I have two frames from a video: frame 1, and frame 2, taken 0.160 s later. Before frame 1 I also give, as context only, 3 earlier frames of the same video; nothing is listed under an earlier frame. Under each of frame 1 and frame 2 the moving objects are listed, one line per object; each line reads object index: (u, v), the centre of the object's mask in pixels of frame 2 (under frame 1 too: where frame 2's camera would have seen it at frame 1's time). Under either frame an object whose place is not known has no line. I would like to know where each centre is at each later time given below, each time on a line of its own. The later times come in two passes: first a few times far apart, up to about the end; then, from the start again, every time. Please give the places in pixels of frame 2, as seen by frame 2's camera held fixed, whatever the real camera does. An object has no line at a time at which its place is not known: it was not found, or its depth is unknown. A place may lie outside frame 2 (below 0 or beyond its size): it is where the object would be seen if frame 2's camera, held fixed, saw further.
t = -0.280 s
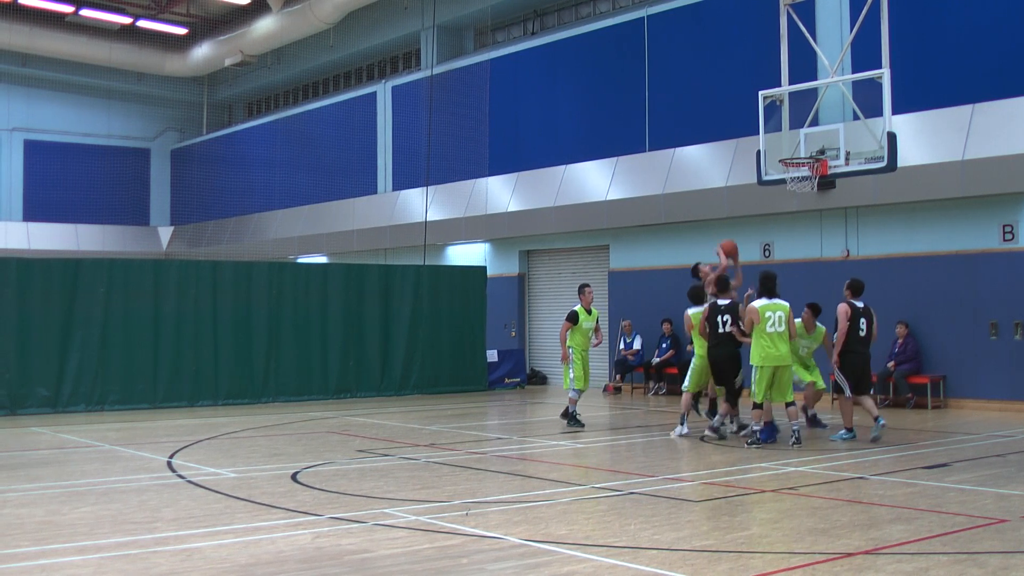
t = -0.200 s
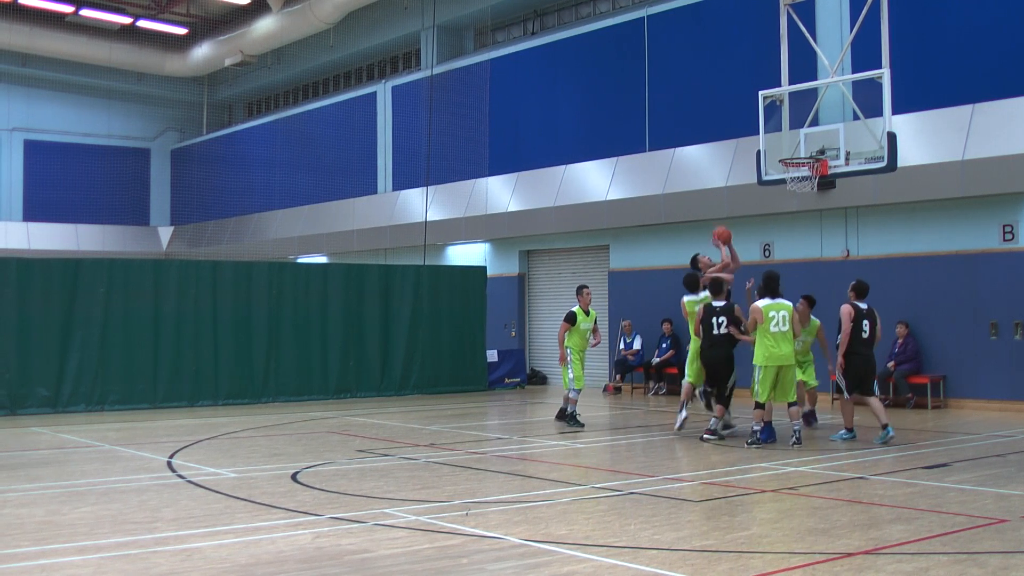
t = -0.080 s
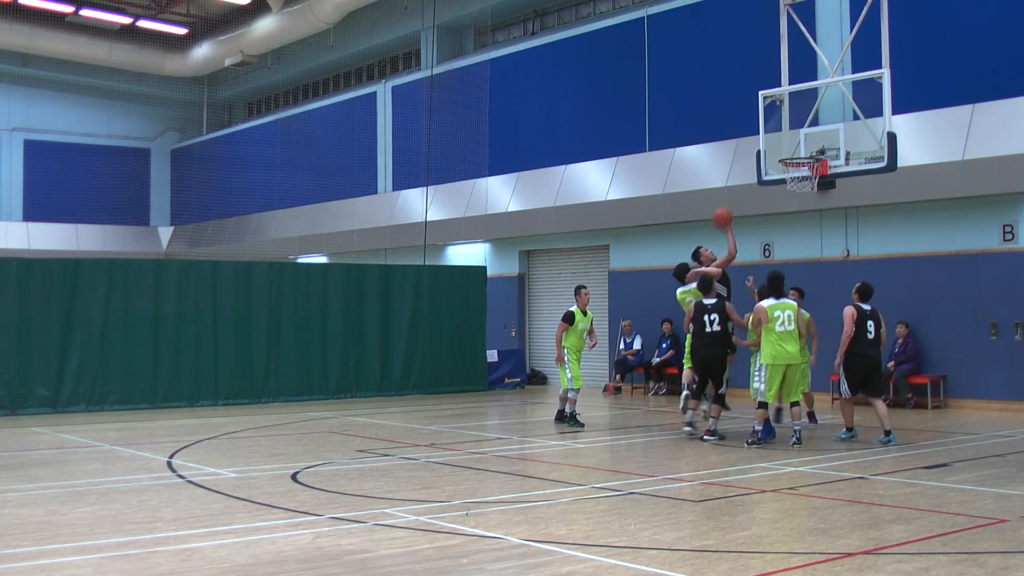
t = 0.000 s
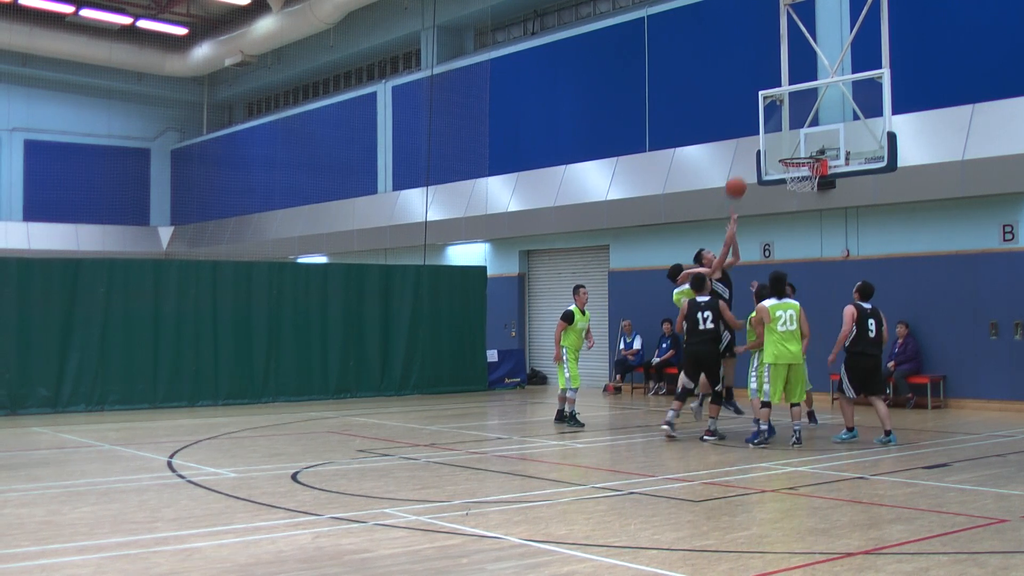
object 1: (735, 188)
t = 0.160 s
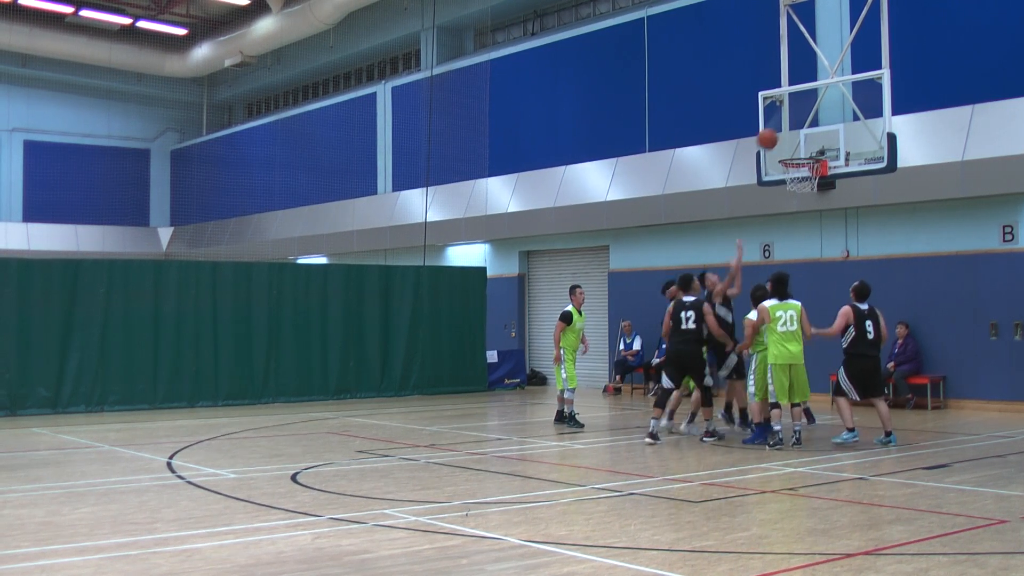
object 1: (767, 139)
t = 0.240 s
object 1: (783, 122)
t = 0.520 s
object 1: (813, 117)
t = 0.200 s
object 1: (775, 130)
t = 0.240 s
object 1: (783, 122)
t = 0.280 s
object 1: (791, 116)
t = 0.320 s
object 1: (799, 110)
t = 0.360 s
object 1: (801, 109)
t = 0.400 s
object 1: (804, 109)
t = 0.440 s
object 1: (807, 110)
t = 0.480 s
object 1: (810, 113)
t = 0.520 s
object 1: (813, 117)
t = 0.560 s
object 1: (816, 122)
